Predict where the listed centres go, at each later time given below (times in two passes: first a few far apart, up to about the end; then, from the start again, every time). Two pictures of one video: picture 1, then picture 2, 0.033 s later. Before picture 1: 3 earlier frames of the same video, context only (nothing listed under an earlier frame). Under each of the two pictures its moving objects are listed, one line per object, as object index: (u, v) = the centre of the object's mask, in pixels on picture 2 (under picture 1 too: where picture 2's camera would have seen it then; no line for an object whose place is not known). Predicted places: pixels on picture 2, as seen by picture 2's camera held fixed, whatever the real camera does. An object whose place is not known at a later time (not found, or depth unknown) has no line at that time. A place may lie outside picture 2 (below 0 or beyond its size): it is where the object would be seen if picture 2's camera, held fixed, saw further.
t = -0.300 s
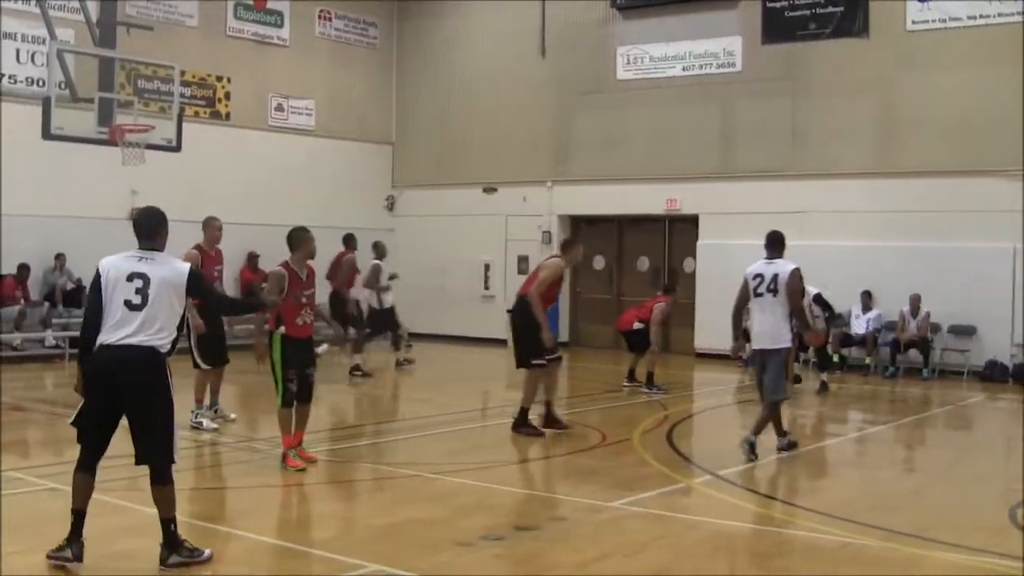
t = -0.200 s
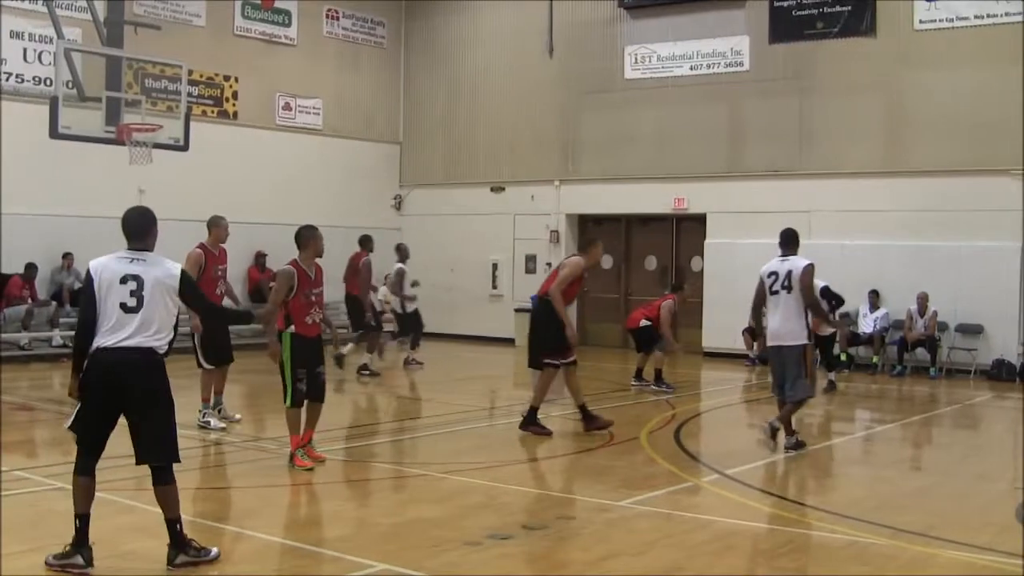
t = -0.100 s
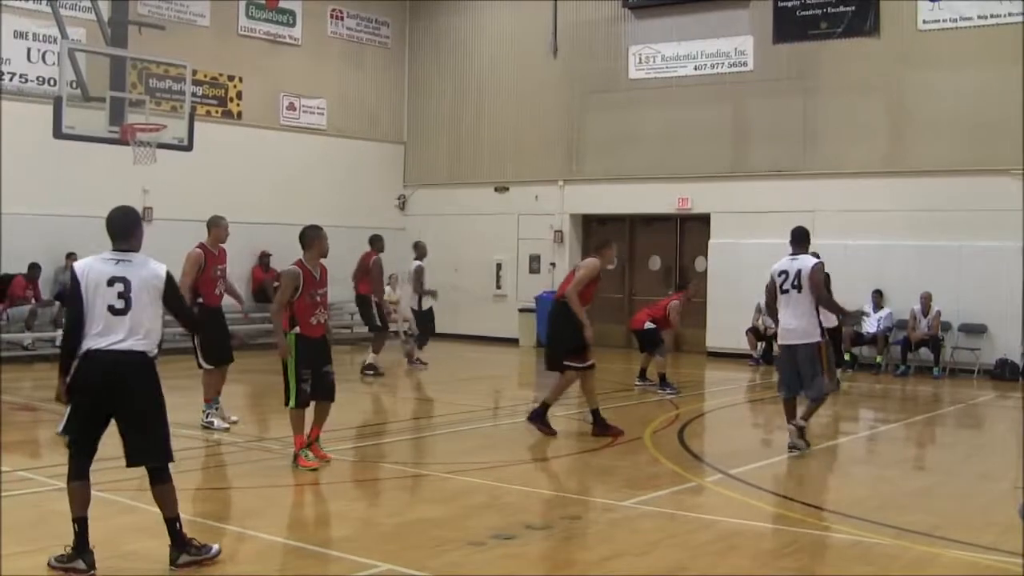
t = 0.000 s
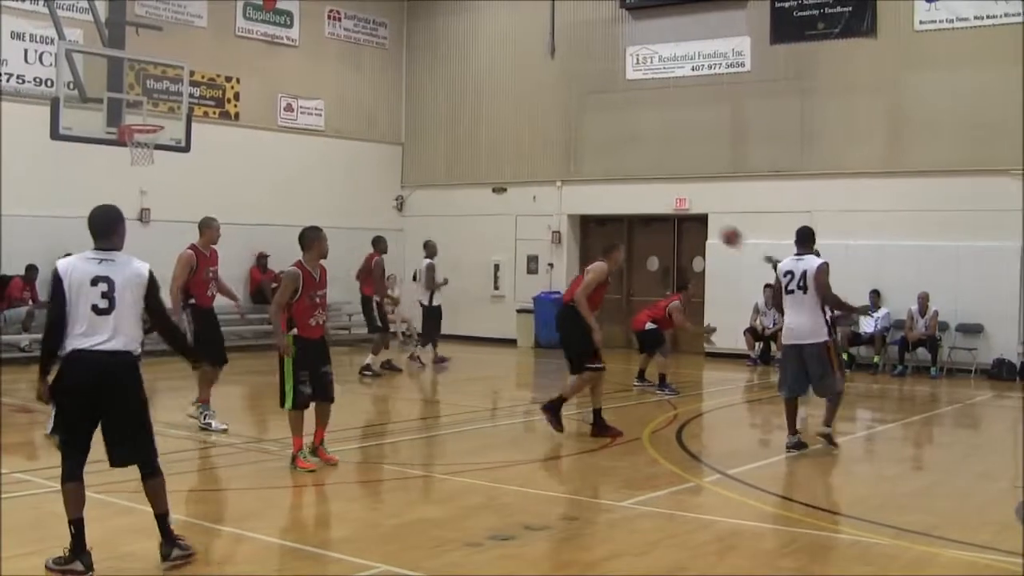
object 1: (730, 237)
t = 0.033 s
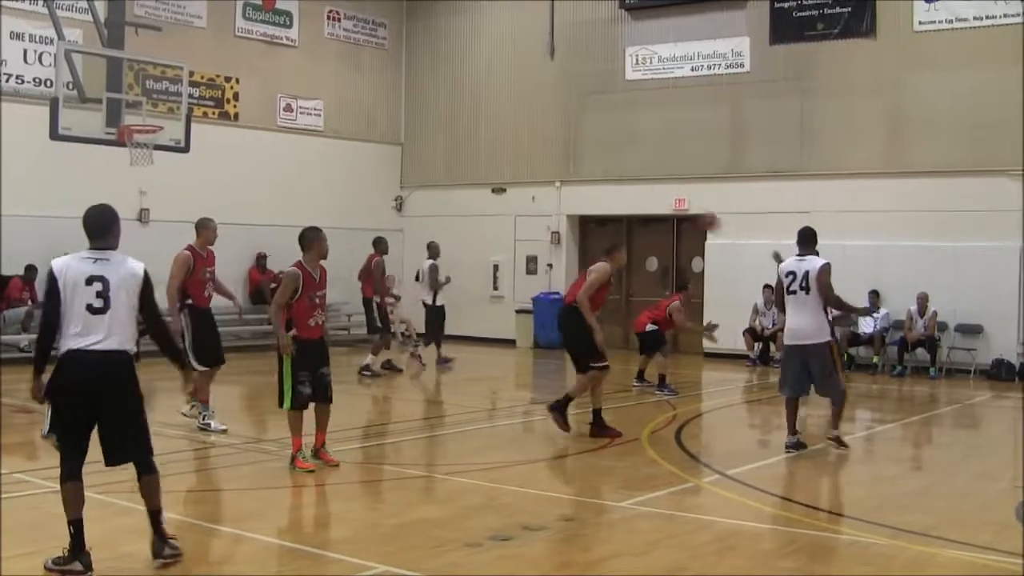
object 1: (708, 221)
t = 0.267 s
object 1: (541, 130)
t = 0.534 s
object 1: (321, 69)
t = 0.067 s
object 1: (687, 206)
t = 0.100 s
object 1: (662, 192)
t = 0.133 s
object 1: (640, 178)
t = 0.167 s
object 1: (616, 165)
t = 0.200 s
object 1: (591, 153)
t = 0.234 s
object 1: (567, 141)
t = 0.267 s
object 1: (541, 130)
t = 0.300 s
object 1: (515, 119)
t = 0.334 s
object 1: (488, 109)
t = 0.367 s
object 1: (462, 101)
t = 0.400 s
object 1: (434, 93)
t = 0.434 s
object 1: (406, 87)
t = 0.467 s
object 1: (381, 79)
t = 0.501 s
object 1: (351, 74)
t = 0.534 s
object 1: (321, 69)
